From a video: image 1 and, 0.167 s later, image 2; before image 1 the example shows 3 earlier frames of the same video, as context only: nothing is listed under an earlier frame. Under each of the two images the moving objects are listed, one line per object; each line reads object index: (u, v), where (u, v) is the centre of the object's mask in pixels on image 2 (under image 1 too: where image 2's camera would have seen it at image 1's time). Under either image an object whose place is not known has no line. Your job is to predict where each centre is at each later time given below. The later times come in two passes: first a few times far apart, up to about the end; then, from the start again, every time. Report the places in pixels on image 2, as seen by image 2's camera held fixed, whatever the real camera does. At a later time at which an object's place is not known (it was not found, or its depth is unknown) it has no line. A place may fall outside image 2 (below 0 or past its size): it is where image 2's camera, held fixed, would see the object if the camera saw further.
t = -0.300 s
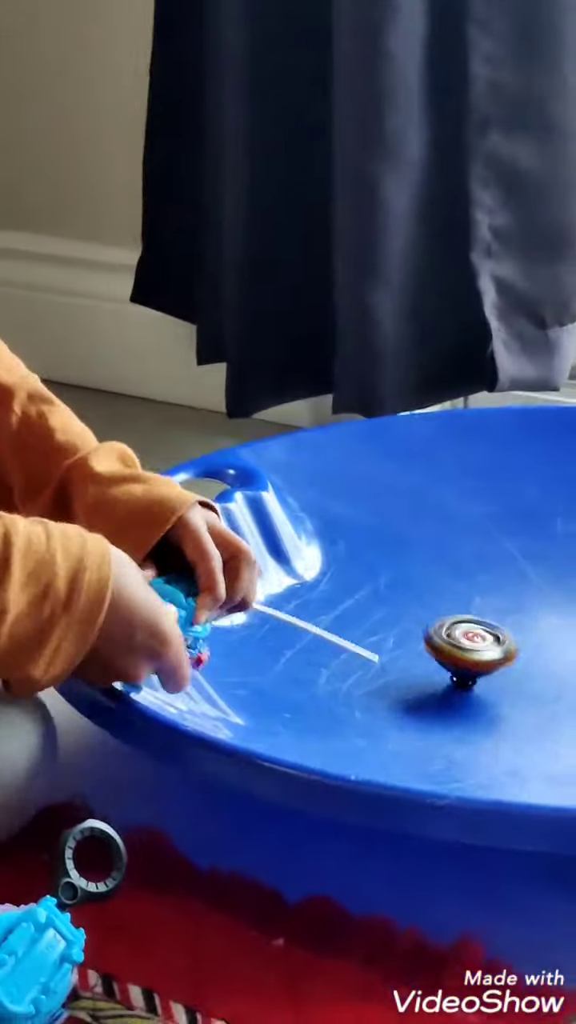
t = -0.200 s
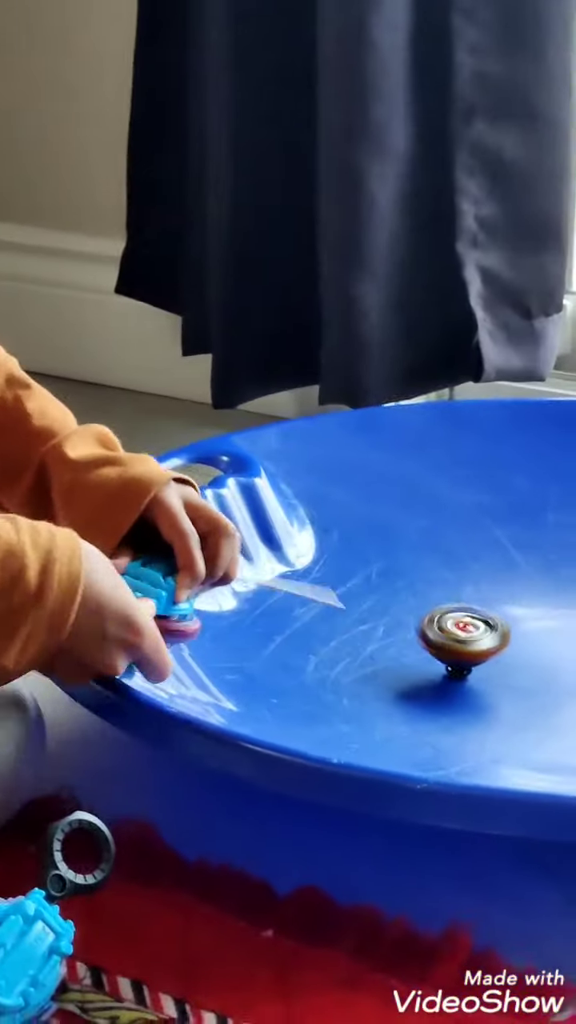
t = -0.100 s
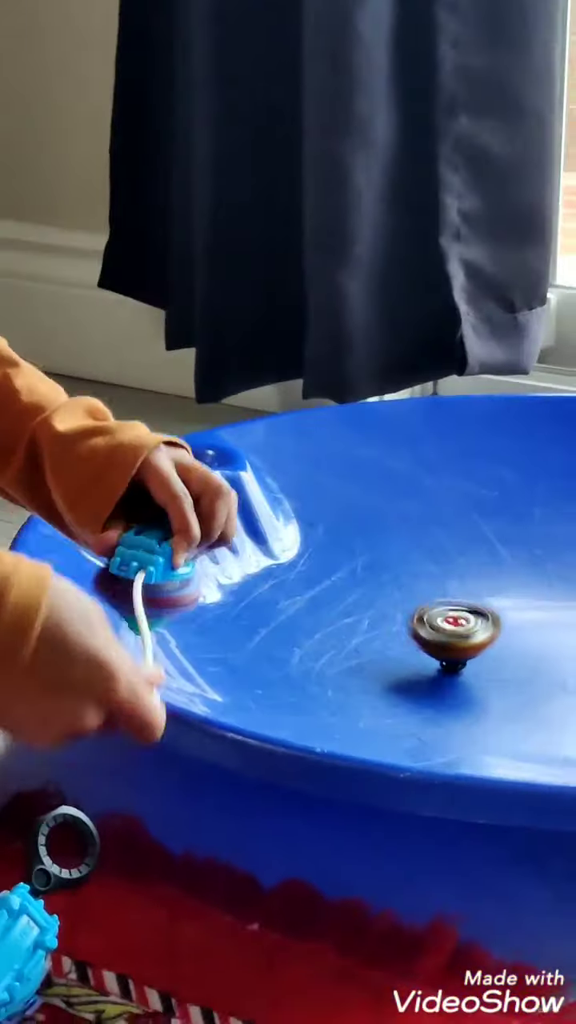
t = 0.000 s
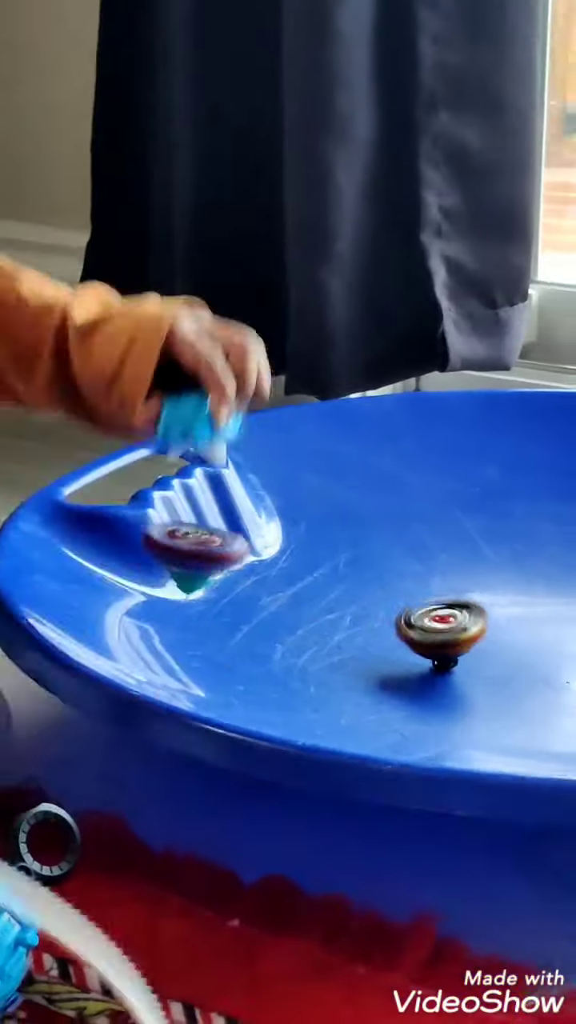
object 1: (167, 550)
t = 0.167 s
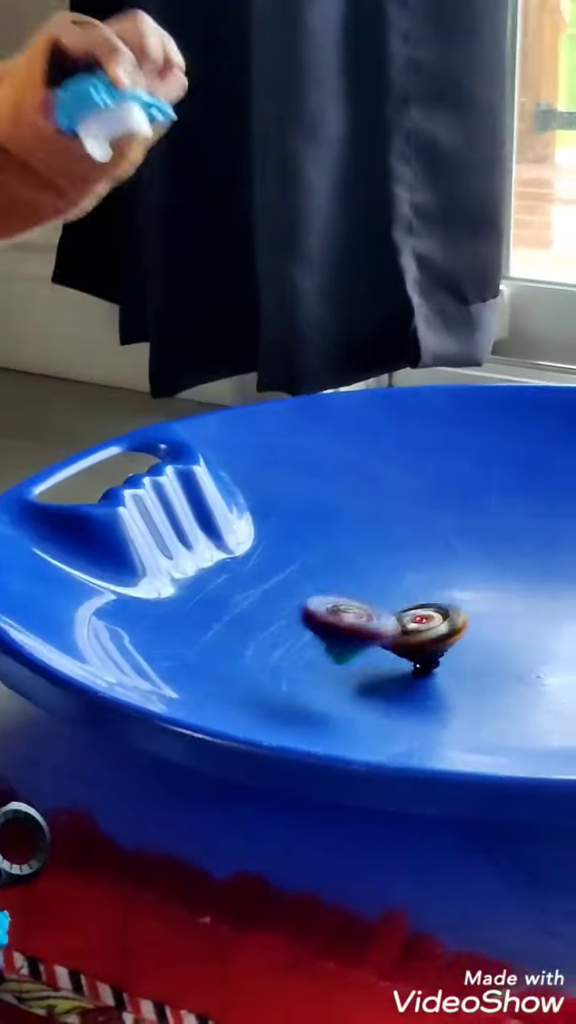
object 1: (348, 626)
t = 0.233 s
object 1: (400, 631)
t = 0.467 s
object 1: (391, 626)
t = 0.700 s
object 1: (310, 606)
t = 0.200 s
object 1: (393, 638)
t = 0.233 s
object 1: (400, 631)
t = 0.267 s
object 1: (402, 637)
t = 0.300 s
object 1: (404, 645)
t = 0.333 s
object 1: (403, 630)
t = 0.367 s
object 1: (402, 631)
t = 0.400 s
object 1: (400, 630)
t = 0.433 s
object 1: (396, 625)
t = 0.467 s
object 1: (391, 626)
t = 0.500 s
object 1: (383, 623)
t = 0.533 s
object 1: (373, 618)
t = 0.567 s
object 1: (361, 615)
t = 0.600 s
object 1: (349, 611)
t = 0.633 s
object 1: (336, 609)
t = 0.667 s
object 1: (323, 606)
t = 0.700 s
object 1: (310, 606)
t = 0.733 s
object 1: (297, 606)
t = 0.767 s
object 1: (284, 609)
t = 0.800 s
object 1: (273, 613)
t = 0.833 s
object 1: (265, 619)
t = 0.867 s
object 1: (263, 626)
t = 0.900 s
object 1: (269, 638)
